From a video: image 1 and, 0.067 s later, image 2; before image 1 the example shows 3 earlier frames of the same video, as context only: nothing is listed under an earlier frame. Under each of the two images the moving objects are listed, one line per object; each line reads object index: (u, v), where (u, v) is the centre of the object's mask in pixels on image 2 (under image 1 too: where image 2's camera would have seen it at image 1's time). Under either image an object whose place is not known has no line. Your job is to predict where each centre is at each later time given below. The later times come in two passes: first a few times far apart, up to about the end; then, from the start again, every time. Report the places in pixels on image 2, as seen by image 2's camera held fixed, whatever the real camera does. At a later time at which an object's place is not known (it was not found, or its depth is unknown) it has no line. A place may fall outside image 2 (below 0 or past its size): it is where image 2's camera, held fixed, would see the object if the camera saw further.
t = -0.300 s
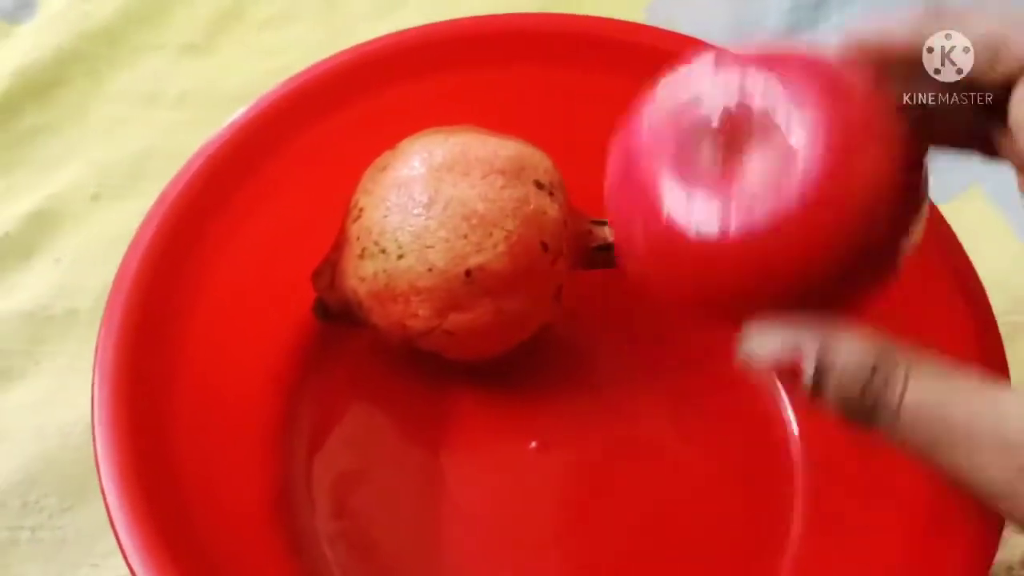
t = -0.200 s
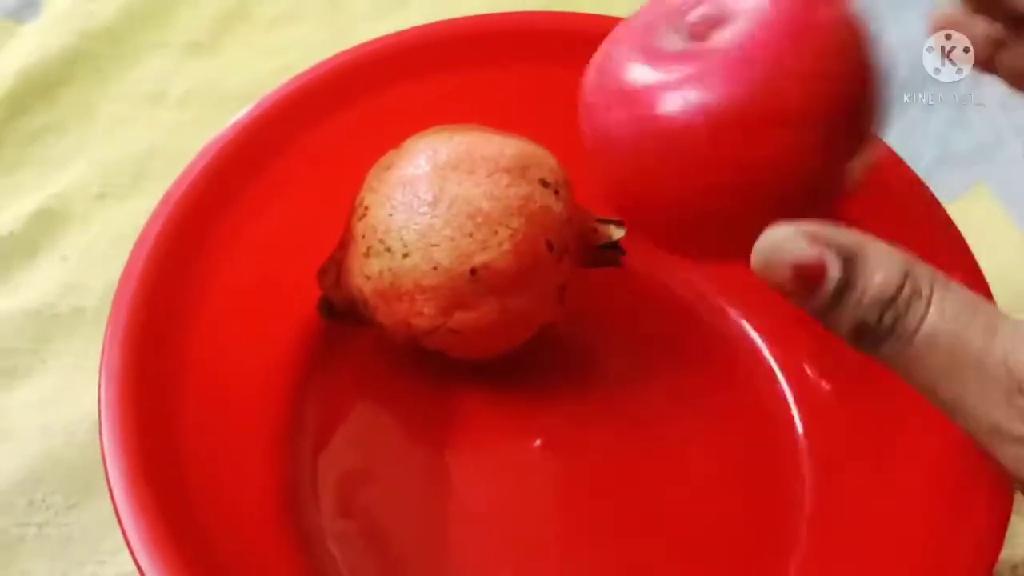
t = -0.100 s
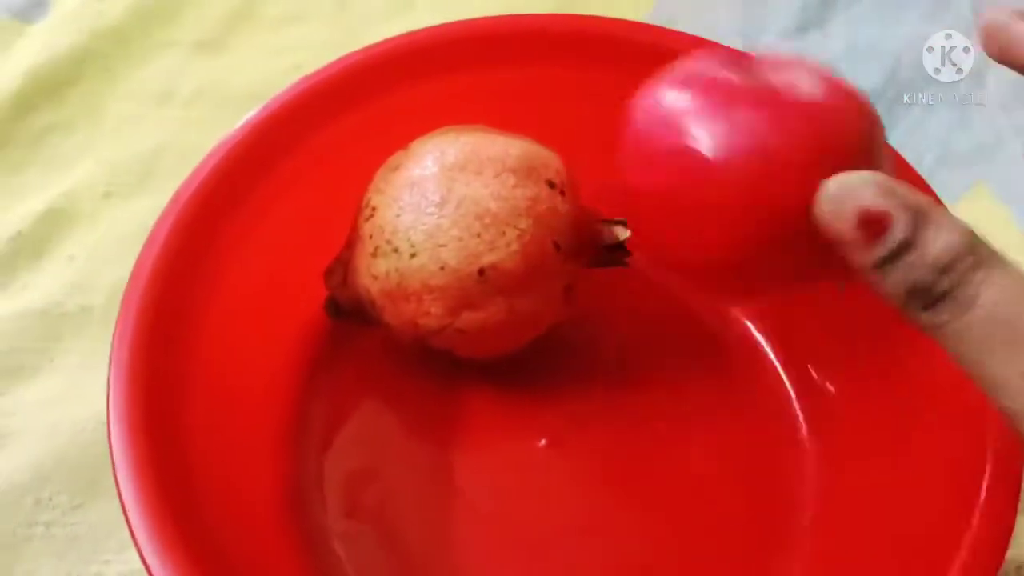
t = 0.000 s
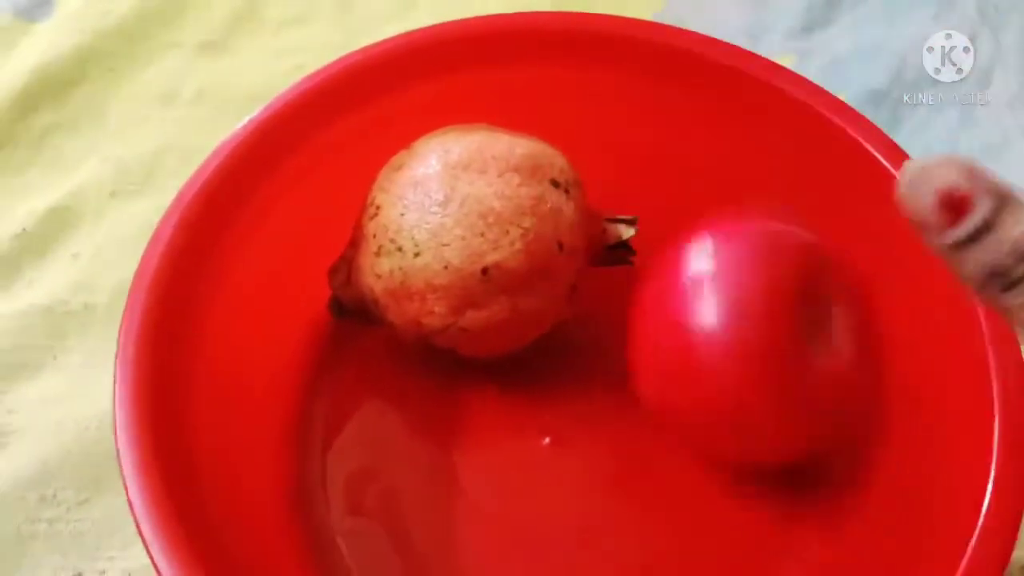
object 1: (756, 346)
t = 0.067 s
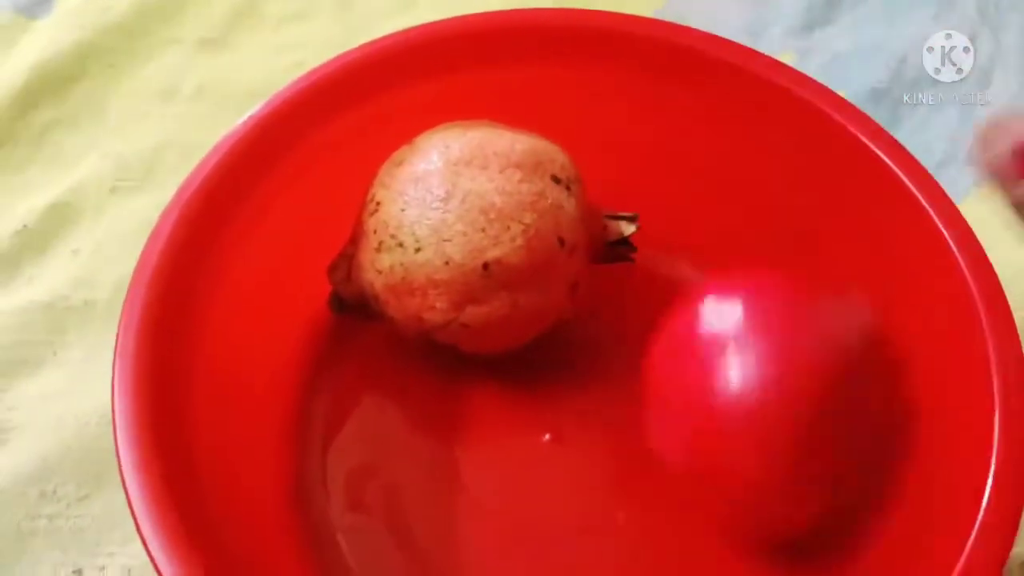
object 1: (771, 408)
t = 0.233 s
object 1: (727, 496)
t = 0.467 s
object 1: (516, 527)
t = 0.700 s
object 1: (383, 470)
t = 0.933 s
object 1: (373, 441)
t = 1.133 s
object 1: (373, 441)
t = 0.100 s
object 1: (773, 442)
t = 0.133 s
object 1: (769, 465)
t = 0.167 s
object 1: (770, 486)
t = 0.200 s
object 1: (750, 494)
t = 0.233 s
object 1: (727, 496)
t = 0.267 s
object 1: (703, 500)
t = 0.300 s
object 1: (673, 504)
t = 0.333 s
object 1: (632, 506)
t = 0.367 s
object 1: (601, 509)
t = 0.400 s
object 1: (574, 515)
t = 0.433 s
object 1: (551, 520)
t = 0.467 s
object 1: (516, 527)
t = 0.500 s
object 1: (481, 528)
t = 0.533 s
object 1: (464, 523)
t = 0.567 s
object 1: (440, 517)
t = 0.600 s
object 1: (422, 509)
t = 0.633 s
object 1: (405, 502)
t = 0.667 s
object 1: (393, 491)
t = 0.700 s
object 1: (383, 470)
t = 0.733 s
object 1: (373, 447)
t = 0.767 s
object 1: (372, 438)
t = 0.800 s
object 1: (372, 440)
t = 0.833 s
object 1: (372, 440)
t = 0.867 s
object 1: (373, 441)
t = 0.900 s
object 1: (373, 441)
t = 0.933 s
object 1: (373, 441)
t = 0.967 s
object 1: (373, 442)
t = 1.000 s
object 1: (373, 441)
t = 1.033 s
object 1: (373, 442)
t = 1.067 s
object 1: (372, 442)
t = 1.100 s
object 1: (373, 441)
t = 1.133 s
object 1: (373, 441)
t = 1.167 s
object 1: (374, 441)
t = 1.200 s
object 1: (372, 441)
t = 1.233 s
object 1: (374, 441)
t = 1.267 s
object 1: (373, 441)
